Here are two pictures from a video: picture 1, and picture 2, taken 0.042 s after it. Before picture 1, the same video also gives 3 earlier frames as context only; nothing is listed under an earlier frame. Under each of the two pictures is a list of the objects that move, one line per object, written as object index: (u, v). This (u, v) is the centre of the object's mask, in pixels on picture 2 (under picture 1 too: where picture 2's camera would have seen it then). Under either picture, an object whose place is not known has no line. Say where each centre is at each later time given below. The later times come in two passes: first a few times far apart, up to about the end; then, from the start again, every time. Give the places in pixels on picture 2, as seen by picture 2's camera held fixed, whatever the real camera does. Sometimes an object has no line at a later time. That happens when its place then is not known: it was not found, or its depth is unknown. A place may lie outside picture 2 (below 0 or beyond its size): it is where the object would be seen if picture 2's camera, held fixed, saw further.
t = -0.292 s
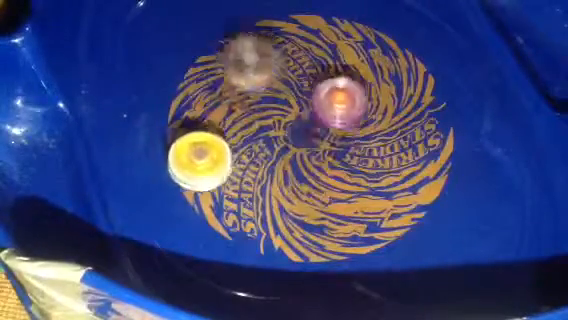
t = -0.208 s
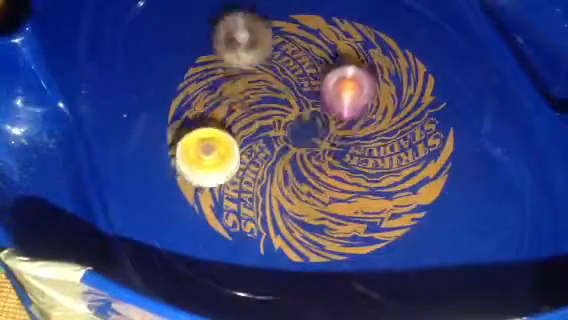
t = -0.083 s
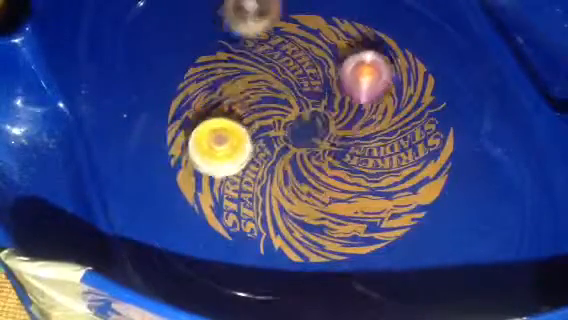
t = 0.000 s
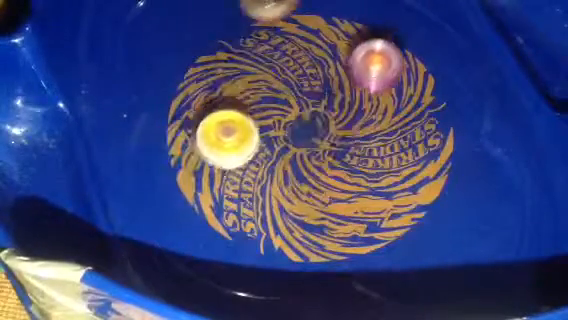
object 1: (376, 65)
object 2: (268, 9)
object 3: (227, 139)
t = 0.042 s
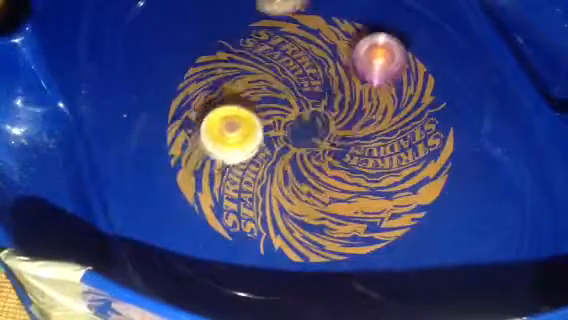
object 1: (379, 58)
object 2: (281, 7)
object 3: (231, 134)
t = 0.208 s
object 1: (377, 34)
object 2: (328, 6)
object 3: (245, 113)
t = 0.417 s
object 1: (381, 43)
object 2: (343, 4)
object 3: (265, 88)
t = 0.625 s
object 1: (390, 63)
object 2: (355, 9)
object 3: (288, 67)
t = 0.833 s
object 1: (400, 82)
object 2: (366, 27)
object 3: (310, 50)
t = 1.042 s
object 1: (409, 112)
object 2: (378, 52)
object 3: (312, 36)
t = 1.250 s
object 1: (422, 137)
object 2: (361, 72)
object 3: (318, 27)
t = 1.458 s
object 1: (417, 147)
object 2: (323, 88)
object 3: (324, 26)
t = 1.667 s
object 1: (393, 151)
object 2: (305, 106)
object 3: (333, 31)
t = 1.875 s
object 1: (356, 162)
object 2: (291, 111)
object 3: (346, 39)
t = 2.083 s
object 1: (317, 169)
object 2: (287, 111)
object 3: (359, 51)
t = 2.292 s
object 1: (279, 179)
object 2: (290, 110)
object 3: (374, 64)
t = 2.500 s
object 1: (252, 190)
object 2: (298, 110)
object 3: (387, 74)
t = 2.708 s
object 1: (251, 192)
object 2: (320, 116)
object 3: (394, 85)
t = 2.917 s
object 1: (256, 175)
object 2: (329, 132)
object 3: (396, 97)
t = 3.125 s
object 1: (250, 143)
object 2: (325, 139)
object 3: (391, 113)
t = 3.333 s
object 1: (244, 111)
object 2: (313, 137)
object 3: (387, 125)
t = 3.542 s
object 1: (243, 82)
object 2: (304, 117)
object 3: (376, 136)
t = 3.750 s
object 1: (235, 63)
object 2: (313, 92)
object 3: (359, 145)
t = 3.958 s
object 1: (237, 59)
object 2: (322, 86)
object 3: (342, 146)
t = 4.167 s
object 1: (257, 60)
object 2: (328, 72)
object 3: (326, 136)
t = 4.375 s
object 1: (255, 58)
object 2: (356, 66)
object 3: (307, 136)
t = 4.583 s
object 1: (256, 63)
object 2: (362, 58)
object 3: (296, 142)
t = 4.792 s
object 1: (279, 70)
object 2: (363, 55)
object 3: (295, 143)
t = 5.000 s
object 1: (306, 74)
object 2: (370, 50)
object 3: (297, 130)
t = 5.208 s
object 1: (319, 72)
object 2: (374, 47)
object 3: (294, 123)
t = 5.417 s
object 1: (318, 68)
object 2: (385, 40)
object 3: (290, 126)
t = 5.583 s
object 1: (320, 66)
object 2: (385, 41)
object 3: (297, 123)
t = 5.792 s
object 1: (305, 53)
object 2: (409, 33)
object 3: (299, 122)
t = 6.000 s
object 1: (243, 34)
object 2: (480, 34)
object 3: (306, 122)
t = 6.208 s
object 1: (208, 36)
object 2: (465, 75)
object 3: (314, 111)
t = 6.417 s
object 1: (191, 59)
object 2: (452, 90)
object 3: (313, 99)
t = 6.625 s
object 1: (211, 87)
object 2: (425, 108)
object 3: (308, 92)
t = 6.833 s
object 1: (249, 105)
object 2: (408, 118)
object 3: (310, 97)
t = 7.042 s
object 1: (282, 129)
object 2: (404, 123)
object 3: (330, 94)
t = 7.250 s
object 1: (332, 140)
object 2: (403, 128)
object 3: (339, 87)
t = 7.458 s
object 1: (347, 143)
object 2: (414, 130)
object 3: (361, 80)
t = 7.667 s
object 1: (347, 164)
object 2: (415, 129)
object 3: (382, 78)
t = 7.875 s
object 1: (346, 176)
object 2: (415, 128)
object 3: (395, 73)
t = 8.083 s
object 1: (342, 172)
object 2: (410, 125)
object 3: (397, 70)
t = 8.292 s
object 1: (325, 160)
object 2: (402, 124)
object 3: (390, 71)
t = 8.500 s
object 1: (322, 133)
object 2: (394, 129)
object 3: (382, 73)
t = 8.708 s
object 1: (301, 109)
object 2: (390, 134)
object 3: (369, 81)
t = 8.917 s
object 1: (275, 103)
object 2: (392, 144)
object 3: (360, 87)
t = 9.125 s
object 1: (270, 103)
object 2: (397, 149)
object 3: (347, 86)
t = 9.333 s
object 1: (276, 115)
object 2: (400, 149)
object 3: (340, 75)
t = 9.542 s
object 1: (292, 140)
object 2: (403, 146)
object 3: (342, 60)
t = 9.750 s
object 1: (324, 126)
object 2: (399, 143)
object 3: (335, 50)
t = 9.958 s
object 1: (334, 96)
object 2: (391, 140)
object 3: (326, 43)
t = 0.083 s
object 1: (378, 53)
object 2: (293, 6)
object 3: (235, 129)
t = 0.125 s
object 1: (380, 45)
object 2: (306, 5)
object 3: (239, 124)
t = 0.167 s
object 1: (379, 39)
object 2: (317, 6)
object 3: (242, 119)
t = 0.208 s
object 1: (377, 34)
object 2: (328, 6)
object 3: (245, 113)
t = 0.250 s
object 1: (376, 32)
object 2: (335, 7)
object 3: (249, 108)
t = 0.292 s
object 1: (378, 36)
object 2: (339, 5)
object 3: (252, 103)
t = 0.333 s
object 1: (379, 39)
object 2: (340, 4)
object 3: (257, 98)
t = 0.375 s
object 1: (380, 41)
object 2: (341, 4)
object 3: (261, 93)
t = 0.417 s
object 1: (381, 43)
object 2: (343, 4)
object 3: (265, 88)
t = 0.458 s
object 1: (383, 48)
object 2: (344, 5)
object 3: (270, 83)
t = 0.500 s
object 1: (385, 51)
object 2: (347, 6)
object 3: (274, 79)
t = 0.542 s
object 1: (387, 55)
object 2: (350, 6)
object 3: (278, 75)
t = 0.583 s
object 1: (389, 59)
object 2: (352, 8)
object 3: (283, 71)
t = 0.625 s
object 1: (390, 63)
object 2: (355, 9)
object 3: (288, 67)
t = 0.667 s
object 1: (393, 67)
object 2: (358, 12)
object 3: (292, 63)
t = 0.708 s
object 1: (395, 71)
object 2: (360, 14)
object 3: (297, 59)
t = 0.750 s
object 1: (397, 75)
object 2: (362, 18)
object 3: (302, 56)
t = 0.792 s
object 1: (398, 78)
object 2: (363, 22)
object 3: (306, 53)
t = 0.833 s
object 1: (400, 82)
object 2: (366, 27)
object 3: (310, 50)
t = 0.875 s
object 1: (401, 86)
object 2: (373, 35)
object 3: (309, 46)
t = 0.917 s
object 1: (403, 92)
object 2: (379, 42)
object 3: (309, 43)
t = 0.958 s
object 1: (406, 99)
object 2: (380, 46)
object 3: (310, 40)
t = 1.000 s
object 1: (407, 105)
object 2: (380, 48)
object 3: (311, 38)
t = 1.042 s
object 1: (409, 112)
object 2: (378, 52)
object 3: (312, 36)
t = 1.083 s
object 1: (413, 118)
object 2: (377, 56)
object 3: (314, 33)
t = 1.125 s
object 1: (415, 123)
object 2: (373, 59)
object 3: (315, 32)
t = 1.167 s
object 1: (418, 129)
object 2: (371, 64)
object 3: (316, 30)
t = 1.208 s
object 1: (421, 133)
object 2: (367, 68)
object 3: (317, 29)
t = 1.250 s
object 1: (422, 137)
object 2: (361, 72)
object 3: (318, 27)
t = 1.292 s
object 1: (423, 140)
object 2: (353, 75)
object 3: (319, 26)
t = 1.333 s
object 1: (423, 142)
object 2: (345, 78)
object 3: (321, 26)
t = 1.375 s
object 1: (422, 144)
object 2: (335, 80)
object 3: (322, 25)
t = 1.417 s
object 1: (420, 145)
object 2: (328, 84)
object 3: (323, 26)
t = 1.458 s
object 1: (417, 147)
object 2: (323, 88)
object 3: (324, 26)
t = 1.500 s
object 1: (414, 148)
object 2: (321, 92)
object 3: (325, 26)
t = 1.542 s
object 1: (410, 149)
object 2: (317, 96)
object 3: (327, 26)
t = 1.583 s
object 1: (406, 150)
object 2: (314, 100)
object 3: (328, 27)
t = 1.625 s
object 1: (399, 150)
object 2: (309, 103)
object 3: (331, 29)
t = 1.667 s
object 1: (393, 151)
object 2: (305, 106)
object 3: (333, 31)
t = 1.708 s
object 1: (384, 154)
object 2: (301, 108)
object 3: (336, 33)
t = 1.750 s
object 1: (379, 155)
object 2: (298, 109)
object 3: (339, 34)
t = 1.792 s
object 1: (371, 158)
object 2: (296, 109)
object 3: (341, 36)
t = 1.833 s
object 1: (364, 159)
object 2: (293, 111)
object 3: (343, 37)
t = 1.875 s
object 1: (356, 162)
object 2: (291, 111)
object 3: (346, 39)
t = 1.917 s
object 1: (350, 164)
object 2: (289, 111)
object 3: (349, 41)
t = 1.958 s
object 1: (341, 165)
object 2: (288, 111)
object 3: (351, 43)
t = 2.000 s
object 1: (333, 166)
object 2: (287, 111)
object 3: (354, 46)
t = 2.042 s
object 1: (324, 167)
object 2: (287, 111)
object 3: (357, 48)
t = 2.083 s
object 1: (317, 169)
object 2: (287, 111)
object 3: (359, 51)
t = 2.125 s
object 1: (307, 172)
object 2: (287, 110)
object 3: (362, 53)
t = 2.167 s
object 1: (301, 173)
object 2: (288, 110)
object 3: (365, 56)
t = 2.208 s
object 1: (293, 175)
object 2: (288, 110)
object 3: (368, 59)
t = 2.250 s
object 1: (286, 176)
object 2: (289, 110)
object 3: (371, 61)
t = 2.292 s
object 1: (279, 179)
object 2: (290, 110)
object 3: (374, 64)
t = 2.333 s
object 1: (273, 180)
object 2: (290, 110)
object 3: (377, 66)
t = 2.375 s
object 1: (265, 183)
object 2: (291, 110)
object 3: (380, 68)
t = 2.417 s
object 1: (260, 185)
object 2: (293, 110)
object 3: (383, 70)
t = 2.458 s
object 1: (255, 188)
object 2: (295, 110)
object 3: (385, 72)
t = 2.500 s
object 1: (252, 190)
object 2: (298, 110)
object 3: (387, 74)
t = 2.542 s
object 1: (251, 192)
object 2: (304, 111)
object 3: (389, 76)
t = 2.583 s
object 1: (250, 193)
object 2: (306, 111)
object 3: (392, 79)
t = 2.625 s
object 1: (250, 194)
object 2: (312, 112)
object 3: (393, 81)
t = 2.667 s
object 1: (250, 193)
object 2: (316, 114)
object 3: (394, 83)
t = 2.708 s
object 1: (251, 192)
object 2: (320, 116)
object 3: (394, 85)
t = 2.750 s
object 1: (252, 191)
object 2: (322, 119)
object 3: (395, 87)
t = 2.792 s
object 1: (254, 188)
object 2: (326, 123)
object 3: (396, 90)
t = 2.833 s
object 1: (255, 183)
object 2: (328, 126)
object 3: (396, 93)
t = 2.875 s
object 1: (256, 179)
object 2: (329, 129)
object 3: (396, 95)
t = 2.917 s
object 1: (256, 175)
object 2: (329, 132)
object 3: (396, 97)
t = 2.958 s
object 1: (255, 169)
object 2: (328, 133)
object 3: (396, 100)
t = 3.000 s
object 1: (255, 163)
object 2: (328, 135)
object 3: (394, 103)
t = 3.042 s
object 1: (252, 157)
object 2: (327, 137)
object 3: (393, 106)
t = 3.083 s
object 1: (251, 150)
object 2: (326, 138)
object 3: (392, 110)
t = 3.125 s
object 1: (250, 143)
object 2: (325, 139)
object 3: (391, 113)
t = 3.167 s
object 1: (249, 138)
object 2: (323, 139)
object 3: (390, 116)
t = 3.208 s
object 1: (247, 131)
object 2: (322, 140)
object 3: (389, 118)
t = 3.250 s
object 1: (246, 123)
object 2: (319, 139)
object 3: (389, 121)
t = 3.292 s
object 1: (245, 118)
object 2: (316, 138)
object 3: (388, 123)
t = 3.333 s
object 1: (244, 111)
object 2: (313, 137)
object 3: (387, 125)
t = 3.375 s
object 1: (243, 105)
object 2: (311, 135)
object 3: (386, 128)
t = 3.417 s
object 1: (243, 99)
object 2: (308, 131)
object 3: (384, 130)
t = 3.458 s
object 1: (243, 93)
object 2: (306, 127)
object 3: (382, 132)
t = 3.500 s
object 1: (244, 87)
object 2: (304, 122)
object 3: (380, 134)
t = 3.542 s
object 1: (243, 82)
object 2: (304, 117)
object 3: (376, 136)
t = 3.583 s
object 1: (242, 79)
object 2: (304, 112)
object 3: (373, 138)
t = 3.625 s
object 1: (240, 73)
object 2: (304, 106)
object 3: (370, 139)
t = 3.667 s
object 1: (238, 69)
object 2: (307, 101)
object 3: (366, 141)
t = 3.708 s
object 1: (236, 65)
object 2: (310, 95)
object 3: (363, 143)
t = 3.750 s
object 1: (235, 63)
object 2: (313, 92)
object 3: (359, 145)
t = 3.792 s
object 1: (235, 61)
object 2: (315, 90)
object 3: (356, 146)
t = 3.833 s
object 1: (234, 60)
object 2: (317, 88)
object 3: (352, 147)
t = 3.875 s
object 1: (234, 59)
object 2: (318, 87)
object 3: (348, 148)
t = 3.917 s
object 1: (235, 59)
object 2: (321, 86)
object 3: (345, 147)
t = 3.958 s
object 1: (237, 59)
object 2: (322, 86)
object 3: (342, 146)
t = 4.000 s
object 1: (238, 59)
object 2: (322, 85)
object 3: (341, 142)
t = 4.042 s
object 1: (241, 59)
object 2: (324, 83)
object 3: (338, 140)
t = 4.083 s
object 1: (245, 59)
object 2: (326, 78)
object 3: (334, 139)
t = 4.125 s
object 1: (252, 60)
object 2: (328, 75)
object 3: (330, 138)
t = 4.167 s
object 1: (257, 60)
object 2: (328, 72)
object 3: (326, 136)
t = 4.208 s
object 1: (263, 61)
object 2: (327, 69)
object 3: (322, 135)
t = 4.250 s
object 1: (261, 60)
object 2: (336, 68)
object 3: (318, 134)
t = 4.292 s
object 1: (259, 58)
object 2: (350, 67)
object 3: (314, 134)
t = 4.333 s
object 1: (257, 57)
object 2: (355, 67)
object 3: (311, 135)
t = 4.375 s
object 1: (255, 58)
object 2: (356, 66)
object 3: (307, 136)
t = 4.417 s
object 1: (254, 58)
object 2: (358, 64)
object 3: (305, 137)
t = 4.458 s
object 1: (253, 59)
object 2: (359, 62)
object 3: (303, 138)
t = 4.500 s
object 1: (253, 60)
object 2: (360, 60)
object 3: (300, 140)
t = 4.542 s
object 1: (254, 62)
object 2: (361, 59)
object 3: (298, 141)
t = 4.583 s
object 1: (256, 63)
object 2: (362, 58)
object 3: (296, 142)
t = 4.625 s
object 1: (259, 65)
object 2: (363, 57)
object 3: (295, 143)
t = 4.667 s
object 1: (263, 66)
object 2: (363, 56)
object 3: (294, 143)
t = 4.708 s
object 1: (268, 68)
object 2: (363, 55)
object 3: (294, 143)
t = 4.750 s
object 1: (273, 69)
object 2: (363, 55)
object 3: (294, 143)
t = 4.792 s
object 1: (279, 70)
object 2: (363, 55)
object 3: (295, 143)
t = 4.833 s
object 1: (286, 71)
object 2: (363, 54)
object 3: (296, 141)
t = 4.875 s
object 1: (293, 71)
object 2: (363, 54)
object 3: (297, 139)
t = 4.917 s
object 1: (300, 72)
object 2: (363, 54)
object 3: (297, 137)
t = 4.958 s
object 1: (305, 72)
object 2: (363, 53)
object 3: (298, 134)
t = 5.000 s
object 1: (306, 74)
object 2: (370, 50)
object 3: (297, 130)
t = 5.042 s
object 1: (308, 74)
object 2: (372, 48)
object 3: (296, 128)
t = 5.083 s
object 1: (310, 73)
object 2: (373, 47)
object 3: (295, 127)
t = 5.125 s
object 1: (314, 73)
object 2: (372, 47)
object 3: (294, 126)
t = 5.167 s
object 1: (317, 72)
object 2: (373, 47)
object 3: (294, 125)
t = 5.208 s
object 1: (319, 72)
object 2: (374, 47)
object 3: (294, 123)
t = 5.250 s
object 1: (318, 72)
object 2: (380, 44)
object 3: (293, 122)
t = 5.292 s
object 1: (318, 70)
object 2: (385, 41)
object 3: (290, 123)
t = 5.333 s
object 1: (318, 70)
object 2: (385, 40)
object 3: (289, 124)
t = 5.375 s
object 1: (318, 69)
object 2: (385, 40)
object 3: (289, 125)
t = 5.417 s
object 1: (318, 68)
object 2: (385, 40)
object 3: (290, 126)
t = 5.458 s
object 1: (319, 68)
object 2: (385, 40)
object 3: (291, 126)
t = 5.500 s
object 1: (319, 67)
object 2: (385, 40)
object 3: (293, 126)
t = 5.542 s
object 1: (319, 66)
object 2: (385, 41)
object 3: (296, 125)
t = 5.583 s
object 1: (320, 66)
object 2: (385, 41)
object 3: (297, 123)
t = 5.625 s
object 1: (320, 65)
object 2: (384, 41)
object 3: (300, 121)
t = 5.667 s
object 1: (321, 64)
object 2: (384, 42)
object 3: (301, 119)
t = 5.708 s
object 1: (321, 63)
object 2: (383, 42)
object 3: (303, 116)
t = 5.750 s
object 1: (322, 60)
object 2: (383, 42)
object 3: (303, 117)
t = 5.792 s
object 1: (305, 53)
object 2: (409, 33)
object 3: (299, 122)
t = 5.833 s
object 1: (285, 47)
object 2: (439, 24)
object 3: (297, 124)
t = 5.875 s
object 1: (271, 41)
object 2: (467, 19)
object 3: (298, 125)
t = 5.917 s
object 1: (259, 38)
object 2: (483, 17)
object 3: (301, 124)
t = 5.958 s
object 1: (251, 36)
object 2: (485, 23)
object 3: (304, 123)
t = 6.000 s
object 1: (243, 34)
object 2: (480, 34)
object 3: (306, 122)
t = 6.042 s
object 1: (235, 34)
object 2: (477, 46)
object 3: (308, 120)
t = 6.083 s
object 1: (228, 33)
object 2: (473, 57)
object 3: (310, 118)
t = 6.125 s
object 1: (220, 33)
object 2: (470, 65)
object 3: (312, 116)
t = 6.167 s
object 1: (214, 34)
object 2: (467, 71)
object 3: (314, 114)
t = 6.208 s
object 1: (208, 36)
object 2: (465, 75)
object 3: (314, 111)
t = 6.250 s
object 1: (202, 39)
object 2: (463, 78)
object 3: (315, 109)
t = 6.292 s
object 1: (198, 42)
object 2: (462, 80)
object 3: (315, 106)
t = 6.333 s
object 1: (195, 47)
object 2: (458, 83)
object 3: (315, 104)
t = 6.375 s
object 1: (192, 52)
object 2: (455, 86)
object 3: (314, 101)
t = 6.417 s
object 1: (191, 59)
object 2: (452, 90)
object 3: (313, 99)
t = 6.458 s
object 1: (193, 65)
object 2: (448, 94)
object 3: (312, 97)
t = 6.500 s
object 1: (195, 71)
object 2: (443, 97)
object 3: (311, 95)
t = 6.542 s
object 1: (199, 76)
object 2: (437, 101)
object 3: (310, 94)
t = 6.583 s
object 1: (204, 82)
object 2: (431, 105)
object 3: (309, 92)
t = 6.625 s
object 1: (211, 87)
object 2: (425, 108)
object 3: (308, 92)
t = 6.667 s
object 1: (218, 92)
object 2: (420, 111)
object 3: (307, 92)
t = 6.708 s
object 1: (226, 96)
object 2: (416, 113)
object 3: (306, 93)
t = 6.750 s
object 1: (235, 100)
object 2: (412, 115)
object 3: (306, 94)
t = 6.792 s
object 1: (244, 102)
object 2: (409, 117)
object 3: (306, 96)
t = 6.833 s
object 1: (249, 105)
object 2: (408, 118)
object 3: (310, 97)
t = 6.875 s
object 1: (254, 108)
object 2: (407, 119)
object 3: (315, 98)
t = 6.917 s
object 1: (261, 111)
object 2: (406, 120)
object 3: (319, 98)
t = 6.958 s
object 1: (266, 115)
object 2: (406, 121)
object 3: (324, 97)
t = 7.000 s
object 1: (273, 121)
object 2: (405, 122)
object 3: (327, 95)
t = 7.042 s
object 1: (282, 129)
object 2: (404, 123)
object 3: (330, 94)
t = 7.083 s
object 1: (291, 134)
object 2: (404, 124)
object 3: (331, 92)
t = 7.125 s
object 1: (300, 138)
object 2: (404, 125)
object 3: (333, 90)
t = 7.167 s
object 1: (308, 140)
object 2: (403, 126)
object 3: (334, 89)
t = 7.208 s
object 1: (321, 141)
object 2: (403, 127)
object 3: (336, 88)
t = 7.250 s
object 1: (332, 140)
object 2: (403, 128)
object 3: (339, 87)
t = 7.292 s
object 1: (339, 138)
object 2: (405, 129)
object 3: (342, 86)
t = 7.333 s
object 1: (341, 138)
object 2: (412, 130)
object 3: (346, 85)
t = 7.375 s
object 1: (342, 138)
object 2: (414, 130)
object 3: (351, 82)
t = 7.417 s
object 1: (345, 140)
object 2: (414, 130)
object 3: (356, 80)
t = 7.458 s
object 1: (347, 143)
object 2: (414, 130)
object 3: (361, 80)
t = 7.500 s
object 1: (349, 146)
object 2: (414, 130)
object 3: (366, 80)
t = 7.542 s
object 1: (348, 151)
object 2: (414, 130)
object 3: (371, 79)
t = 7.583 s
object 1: (348, 155)
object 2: (415, 130)
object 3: (375, 79)
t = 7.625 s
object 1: (346, 161)
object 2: (415, 129)
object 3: (378, 78)
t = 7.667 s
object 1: (347, 164)
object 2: (415, 129)
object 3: (382, 78)
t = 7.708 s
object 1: (346, 168)
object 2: (415, 129)
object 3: (385, 77)
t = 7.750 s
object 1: (346, 172)
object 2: (416, 129)
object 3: (388, 76)
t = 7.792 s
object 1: (346, 174)
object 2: (415, 128)
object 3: (391, 75)
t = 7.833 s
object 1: (346, 176)
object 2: (415, 128)
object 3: (393, 75)
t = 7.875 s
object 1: (346, 176)
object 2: (415, 128)
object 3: (395, 73)
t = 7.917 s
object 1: (346, 176)
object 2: (414, 127)
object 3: (396, 72)
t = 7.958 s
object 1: (346, 175)
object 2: (414, 127)
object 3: (397, 72)
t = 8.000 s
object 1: (346, 175)
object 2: (413, 126)
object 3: (397, 71)
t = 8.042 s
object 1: (344, 173)
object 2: (412, 125)
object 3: (397, 70)
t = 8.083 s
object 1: (342, 172)
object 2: (410, 125)
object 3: (397, 70)
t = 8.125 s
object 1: (340, 169)
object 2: (408, 125)
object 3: (396, 70)
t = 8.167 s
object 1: (337, 167)
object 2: (407, 125)
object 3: (395, 70)
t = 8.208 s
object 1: (334, 165)
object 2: (405, 124)
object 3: (393, 70)
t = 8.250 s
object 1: (329, 162)
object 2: (403, 124)
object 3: (392, 71)
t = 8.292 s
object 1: (325, 160)
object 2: (402, 124)
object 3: (390, 71)
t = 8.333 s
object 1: (322, 156)
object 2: (400, 126)
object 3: (389, 72)
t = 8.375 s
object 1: (322, 152)
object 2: (398, 127)
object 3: (388, 72)
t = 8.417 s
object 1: (324, 146)
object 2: (396, 127)
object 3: (386, 72)
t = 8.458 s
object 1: (324, 140)
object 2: (395, 128)
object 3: (384, 73)
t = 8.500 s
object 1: (322, 133)
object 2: (394, 129)
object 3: (382, 73)
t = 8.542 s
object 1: (318, 127)
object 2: (393, 130)
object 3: (379, 74)
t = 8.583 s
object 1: (314, 122)
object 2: (392, 131)
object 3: (376, 76)
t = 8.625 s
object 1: (310, 117)
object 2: (391, 132)
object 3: (374, 78)
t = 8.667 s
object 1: (306, 114)
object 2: (391, 133)
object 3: (371, 79)
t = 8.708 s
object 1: (301, 109)
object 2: (390, 134)
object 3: (369, 81)
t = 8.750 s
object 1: (295, 105)
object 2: (390, 135)
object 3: (367, 83)
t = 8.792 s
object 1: (290, 104)
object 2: (390, 136)
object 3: (366, 85)
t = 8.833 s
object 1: (284, 102)
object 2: (390, 137)
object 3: (364, 87)
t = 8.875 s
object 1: (278, 102)
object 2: (390, 140)
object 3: (362, 88)
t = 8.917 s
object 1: (275, 103)
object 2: (392, 144)
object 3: (360, 87)
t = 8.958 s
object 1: (273, 103)
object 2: (393, 146)
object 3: (357, 87)
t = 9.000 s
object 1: (269, 103)
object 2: (394, 147)
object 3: (355, 87)
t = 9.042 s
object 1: (269, 103)
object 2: (394, 147)
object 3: (353, 86)
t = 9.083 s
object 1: (269, 103)
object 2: (396, 148)
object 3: (350, 86)
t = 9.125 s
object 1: (270, 103)
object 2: (397, 149)
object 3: (347, 86)
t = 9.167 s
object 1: (273, 103)
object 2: (398, 149)
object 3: (344, 85)
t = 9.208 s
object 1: (275, 104)
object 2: (398, 149)
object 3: (341, 84)
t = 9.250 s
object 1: (278, 107)
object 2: (400, 149)
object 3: (337, 83)
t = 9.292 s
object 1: (280, 109)
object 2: (400, 149)
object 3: (334, 81)
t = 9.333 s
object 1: (276, 115)
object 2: (400, 149)
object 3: (340, 75)
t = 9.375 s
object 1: (276, 120)
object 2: (401, 149)
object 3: (343, 72)
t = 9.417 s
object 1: (276, 127)
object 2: (401, 148)
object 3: (344, 68)
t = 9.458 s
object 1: (280, 132)
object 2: (401, 148)
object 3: (343, 65)
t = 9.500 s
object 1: (286, 137)
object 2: (402, 147)
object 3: (343, 63)
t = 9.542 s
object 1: (292, 140)
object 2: (403, 146)
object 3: (342, 60)
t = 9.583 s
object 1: (300, 140)
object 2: (402, 145)
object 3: (341, 58)
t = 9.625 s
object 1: (307, 139)
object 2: (402, 145)
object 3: (340, 56)
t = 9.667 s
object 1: (313, 135)
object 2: (401, 144)
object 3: (338, 54)
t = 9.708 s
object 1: (319, 131)
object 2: (401, 143)
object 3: (336, 52)
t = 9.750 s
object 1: (324, 126)
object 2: (399, 143)
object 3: (335, 50)
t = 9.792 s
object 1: (330, 119)
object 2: (398, 142)
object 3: (333, 49)
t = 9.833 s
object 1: (333, 114)
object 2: (398, 142)
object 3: (332, 47)
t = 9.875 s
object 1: (335, 106)
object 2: (395, 141)
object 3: (330, 46)
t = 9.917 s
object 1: (335, 100)
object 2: (393, 141)
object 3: (328, 45)
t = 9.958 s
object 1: (334, 96)
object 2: (391, 140)
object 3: (326, 43)
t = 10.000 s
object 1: (332, 97)
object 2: (390, 140)
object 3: (325, 40)
